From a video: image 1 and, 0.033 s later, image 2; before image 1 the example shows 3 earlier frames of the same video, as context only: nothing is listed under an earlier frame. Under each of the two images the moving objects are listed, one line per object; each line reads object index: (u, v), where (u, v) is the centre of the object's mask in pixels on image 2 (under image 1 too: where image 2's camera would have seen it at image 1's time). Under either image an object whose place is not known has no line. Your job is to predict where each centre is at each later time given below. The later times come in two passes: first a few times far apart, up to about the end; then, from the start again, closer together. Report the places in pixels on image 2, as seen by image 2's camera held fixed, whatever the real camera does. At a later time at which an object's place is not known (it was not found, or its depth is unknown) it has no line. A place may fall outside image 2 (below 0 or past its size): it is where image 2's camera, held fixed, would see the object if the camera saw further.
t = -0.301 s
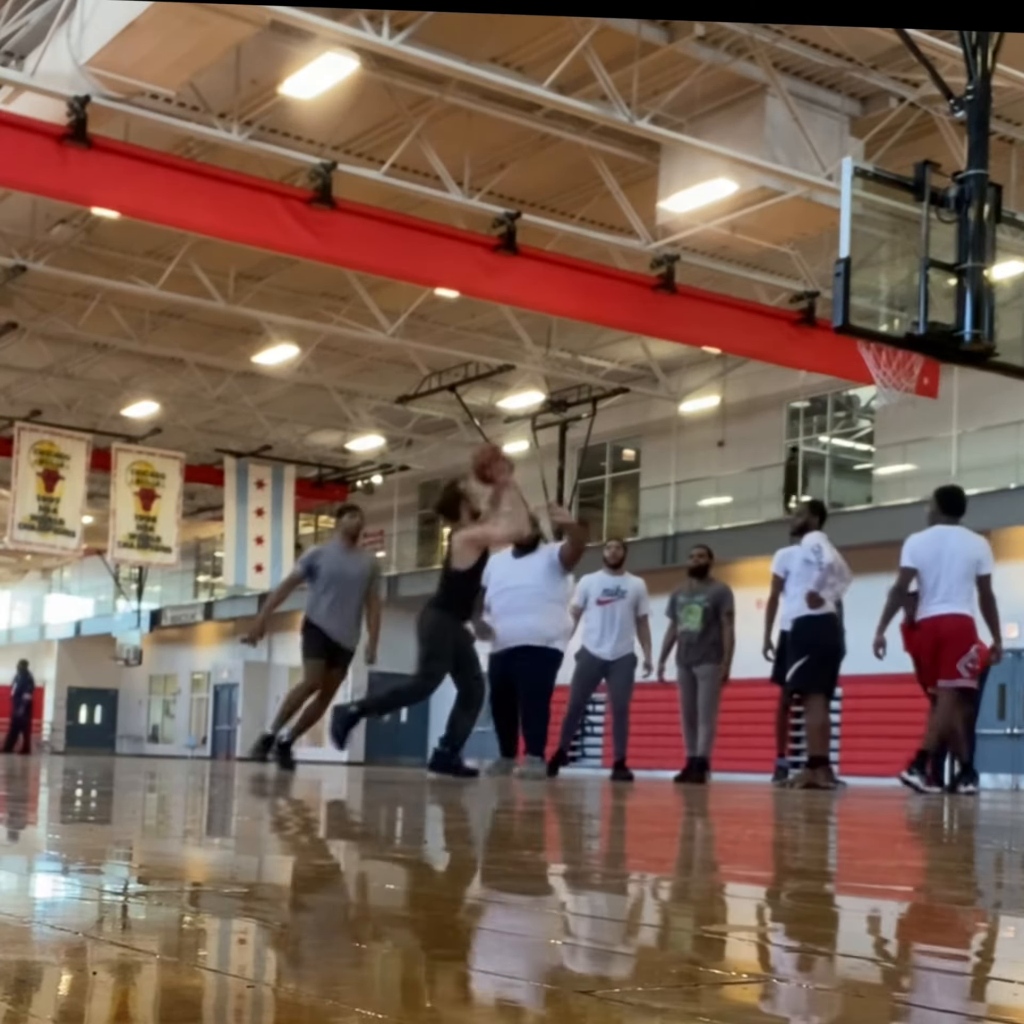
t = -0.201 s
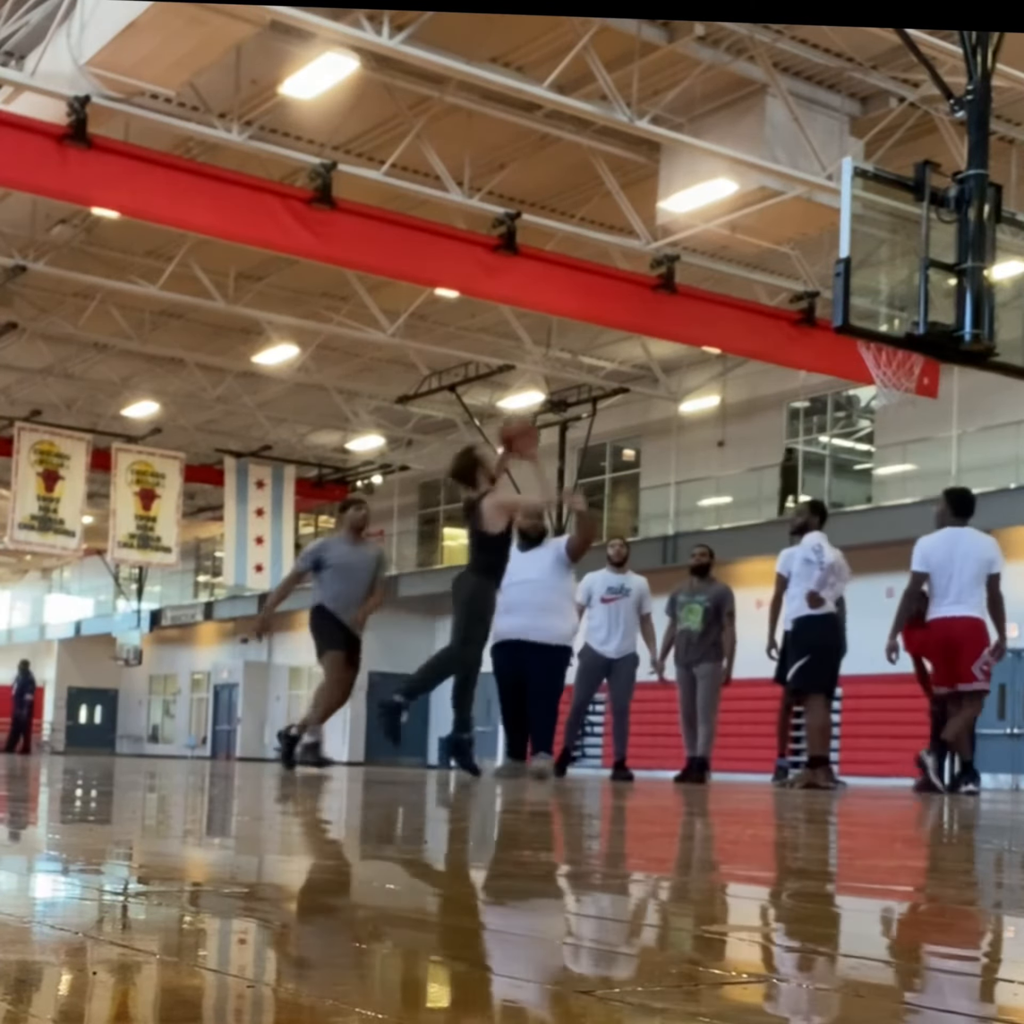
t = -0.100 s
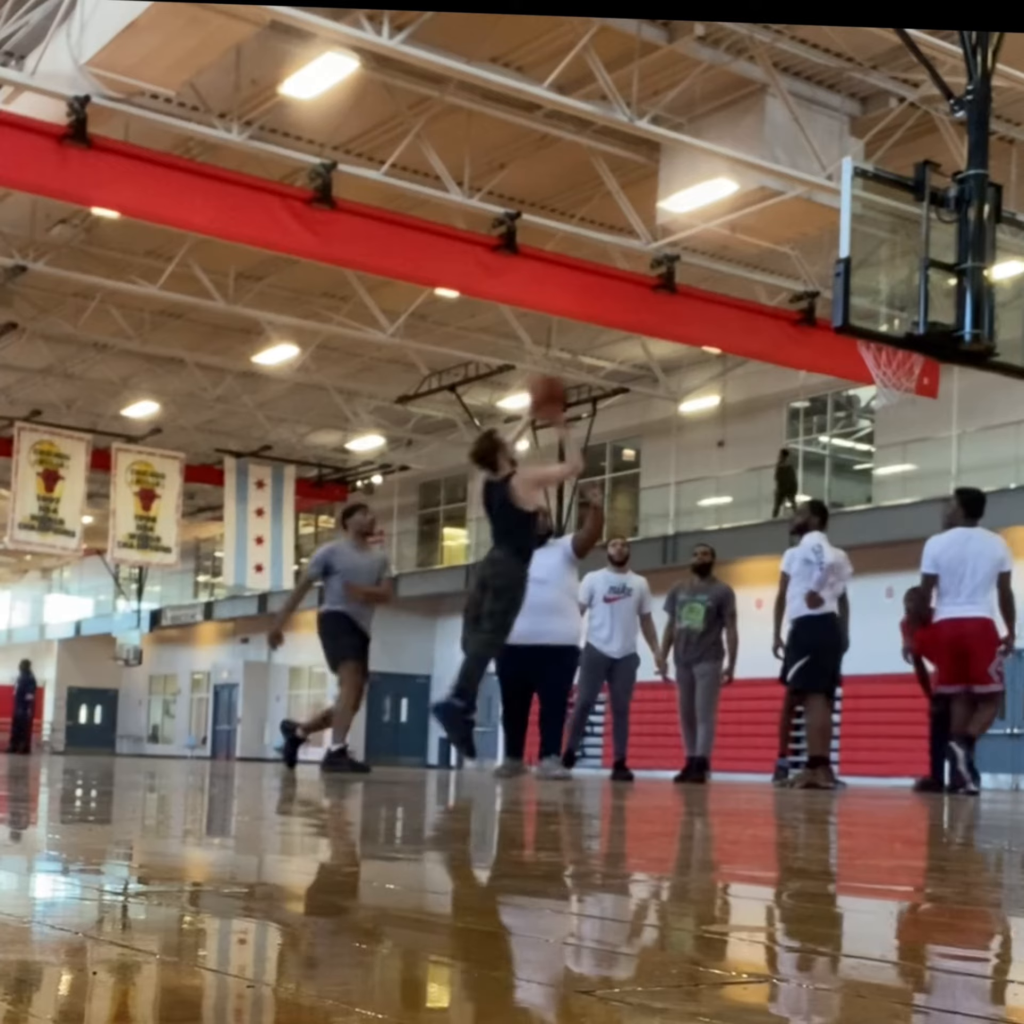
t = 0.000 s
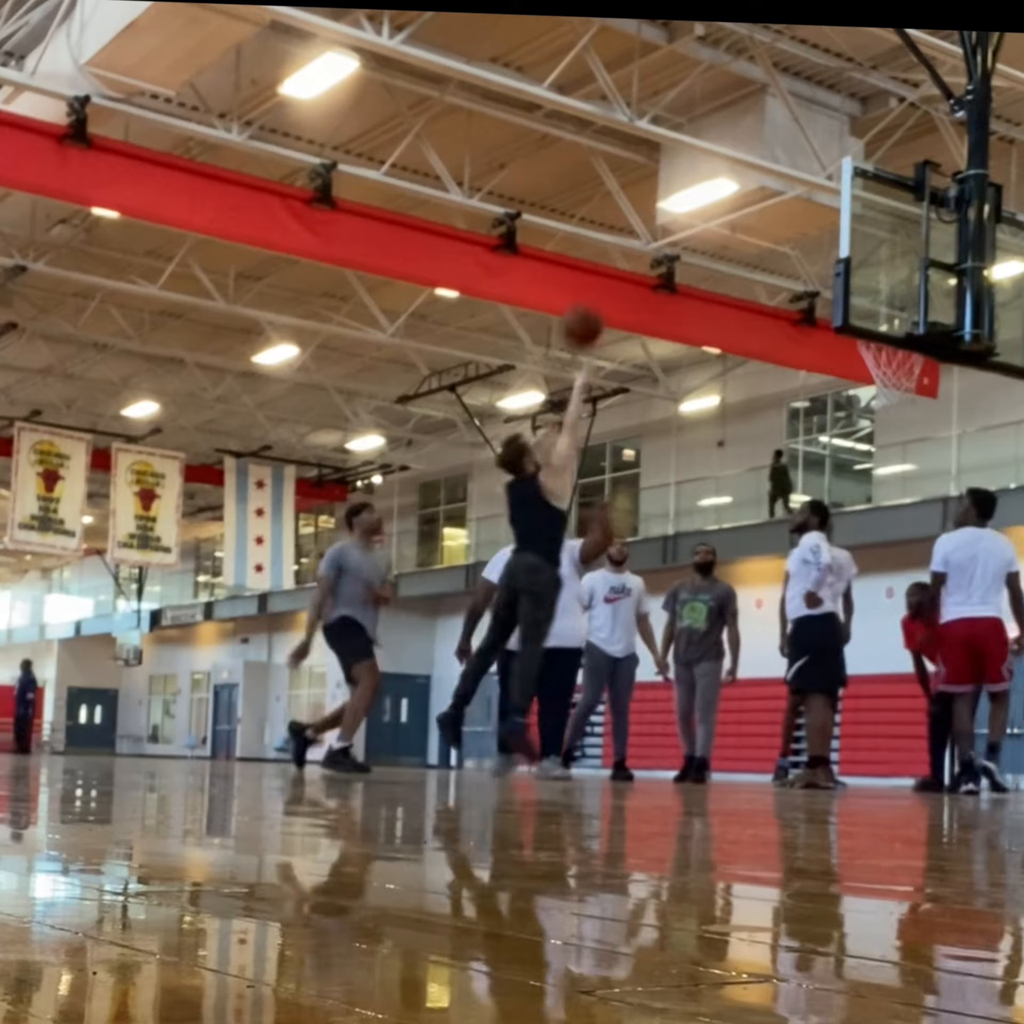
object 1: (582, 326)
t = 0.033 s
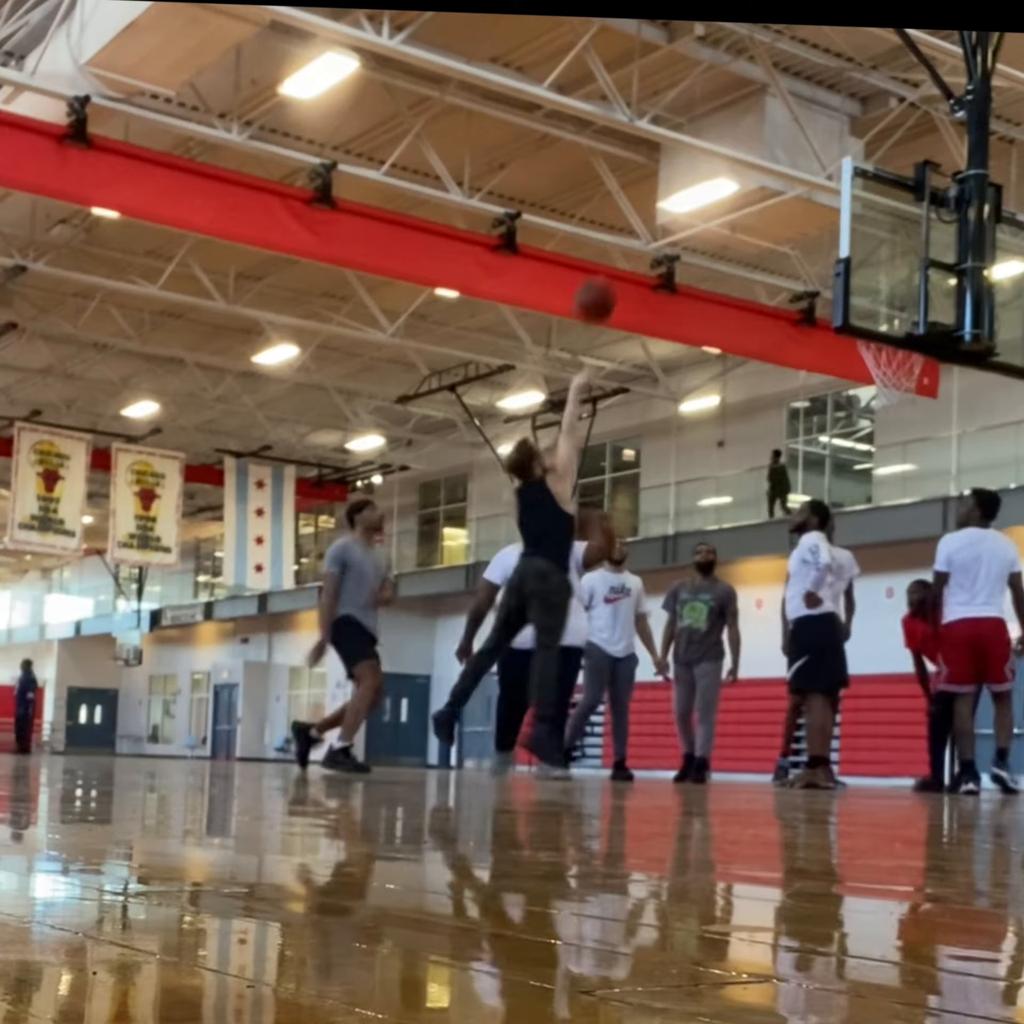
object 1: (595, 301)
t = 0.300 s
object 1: (693, 176)
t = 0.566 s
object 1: (775, 179)
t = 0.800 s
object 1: (829, 264)
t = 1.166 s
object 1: (809, 282)
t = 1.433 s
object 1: (755, 335)
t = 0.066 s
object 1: (608, 278)
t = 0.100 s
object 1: (622, 258)
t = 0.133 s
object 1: (635, 240)
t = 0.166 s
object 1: (647, 224)
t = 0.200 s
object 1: (660, 211)
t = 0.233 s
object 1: (670, 196)
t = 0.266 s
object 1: (682, 185)
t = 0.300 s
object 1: (693, 176)
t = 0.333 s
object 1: (704, 170)
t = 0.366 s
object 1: (716, 166)
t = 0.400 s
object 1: (727, 165)
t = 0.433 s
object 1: (737, 164)
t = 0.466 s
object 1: (747, 166)
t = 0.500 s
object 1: (756, 169)
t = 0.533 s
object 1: (765, 173)
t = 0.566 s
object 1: (775, 179)
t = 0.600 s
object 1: (785, 187)
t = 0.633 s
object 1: (793, 196)
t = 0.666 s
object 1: (801, 205)
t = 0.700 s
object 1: (810, 218)
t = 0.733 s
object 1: (818, 232)
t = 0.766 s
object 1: (826, 247)
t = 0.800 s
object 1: (829, 264)
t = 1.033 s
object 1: (826, 293)
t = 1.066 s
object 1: (824, 287)
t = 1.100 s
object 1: (820, 284)
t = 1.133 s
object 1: (816, 282)
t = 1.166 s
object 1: (809, 282)
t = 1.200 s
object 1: (803, 284)
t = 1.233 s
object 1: (797, 285)
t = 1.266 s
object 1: (790, 289)
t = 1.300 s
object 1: (784, 294)
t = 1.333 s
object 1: (776, 302)
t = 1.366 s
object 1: (770, 311)
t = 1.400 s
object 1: (762, 322)
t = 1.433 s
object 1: (755, 335)
